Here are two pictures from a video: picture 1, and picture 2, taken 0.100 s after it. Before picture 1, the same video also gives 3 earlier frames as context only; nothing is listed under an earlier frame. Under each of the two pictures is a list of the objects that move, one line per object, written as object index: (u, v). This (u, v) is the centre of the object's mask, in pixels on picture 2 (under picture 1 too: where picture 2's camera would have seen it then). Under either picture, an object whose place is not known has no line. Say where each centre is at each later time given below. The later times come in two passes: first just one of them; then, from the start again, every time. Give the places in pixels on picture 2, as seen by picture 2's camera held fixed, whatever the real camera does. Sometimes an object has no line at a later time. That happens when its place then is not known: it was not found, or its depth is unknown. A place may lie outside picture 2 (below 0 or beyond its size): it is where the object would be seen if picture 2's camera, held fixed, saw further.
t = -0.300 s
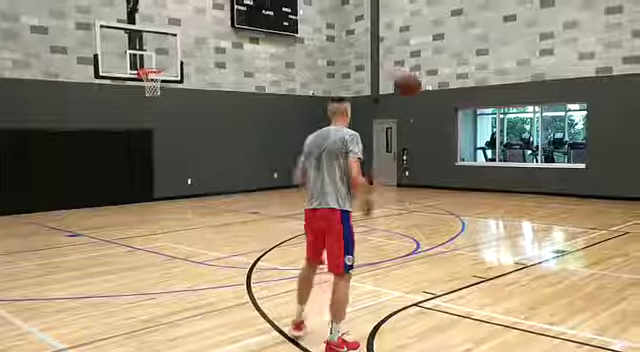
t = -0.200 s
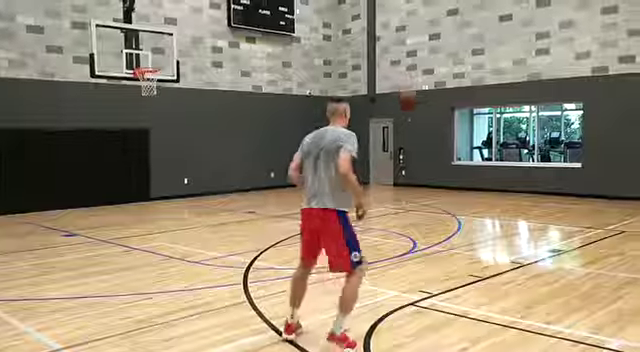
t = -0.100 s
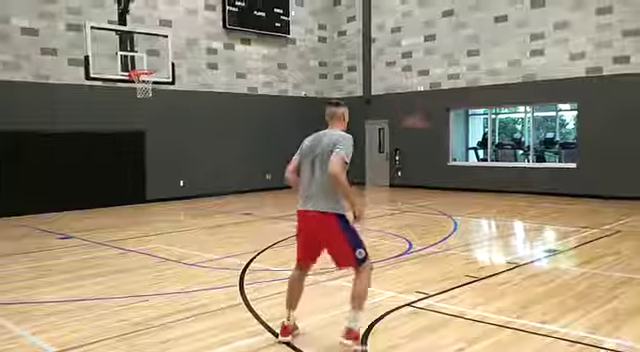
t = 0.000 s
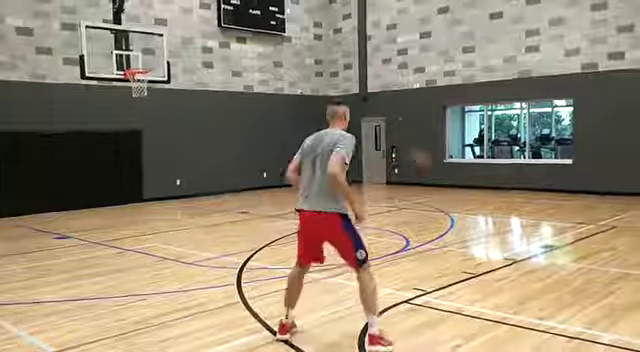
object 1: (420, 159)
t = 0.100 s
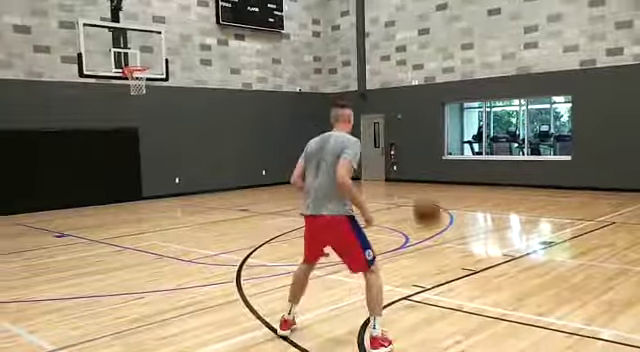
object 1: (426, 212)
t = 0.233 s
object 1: (441, 293)
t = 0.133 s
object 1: (430, 230)
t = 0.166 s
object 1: (433, 251)
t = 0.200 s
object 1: (436, 270)
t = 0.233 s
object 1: (441, 293)
